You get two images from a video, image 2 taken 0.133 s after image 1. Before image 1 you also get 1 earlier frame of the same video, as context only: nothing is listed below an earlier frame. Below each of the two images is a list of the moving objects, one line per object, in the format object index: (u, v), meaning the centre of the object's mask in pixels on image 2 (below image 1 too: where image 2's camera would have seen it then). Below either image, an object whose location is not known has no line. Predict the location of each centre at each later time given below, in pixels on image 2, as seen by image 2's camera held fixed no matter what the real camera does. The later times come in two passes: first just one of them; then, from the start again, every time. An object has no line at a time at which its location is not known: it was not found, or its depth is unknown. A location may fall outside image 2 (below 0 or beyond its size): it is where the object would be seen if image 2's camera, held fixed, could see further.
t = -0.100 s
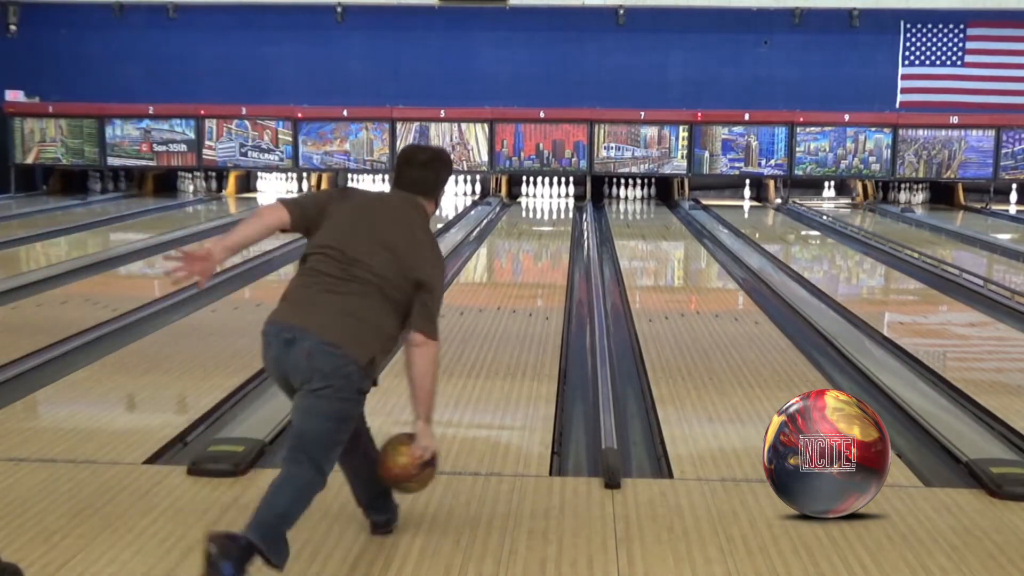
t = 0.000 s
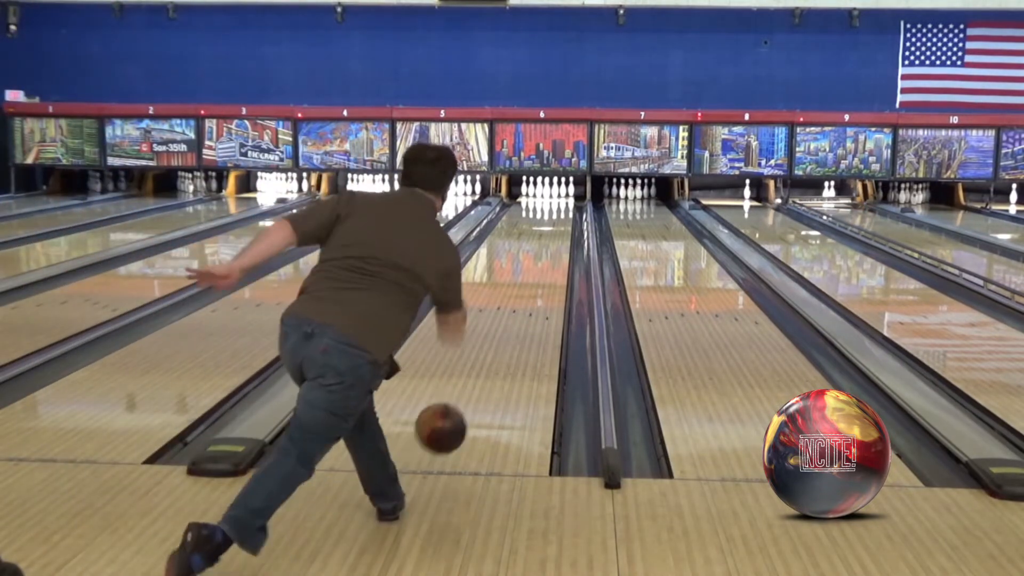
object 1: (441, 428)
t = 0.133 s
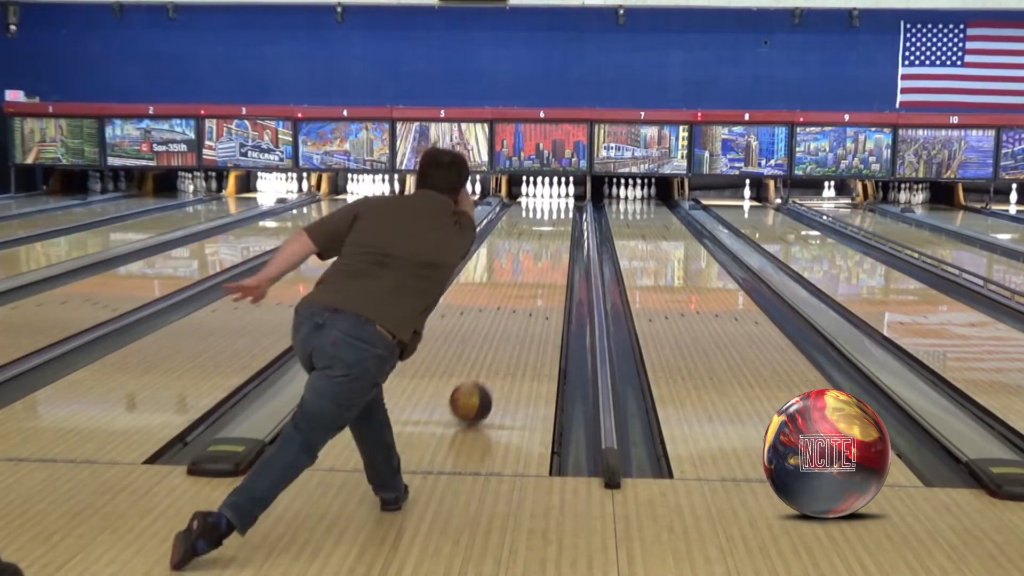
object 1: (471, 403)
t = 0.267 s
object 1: (492, 364)
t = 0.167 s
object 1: (477, 391)
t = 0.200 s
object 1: (482, 382)
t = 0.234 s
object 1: (487, 373)
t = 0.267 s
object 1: (492, 364)
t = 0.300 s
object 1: (496, 355)
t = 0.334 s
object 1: (500, 347)
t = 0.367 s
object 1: (504, 340)
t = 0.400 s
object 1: (508, 333)
